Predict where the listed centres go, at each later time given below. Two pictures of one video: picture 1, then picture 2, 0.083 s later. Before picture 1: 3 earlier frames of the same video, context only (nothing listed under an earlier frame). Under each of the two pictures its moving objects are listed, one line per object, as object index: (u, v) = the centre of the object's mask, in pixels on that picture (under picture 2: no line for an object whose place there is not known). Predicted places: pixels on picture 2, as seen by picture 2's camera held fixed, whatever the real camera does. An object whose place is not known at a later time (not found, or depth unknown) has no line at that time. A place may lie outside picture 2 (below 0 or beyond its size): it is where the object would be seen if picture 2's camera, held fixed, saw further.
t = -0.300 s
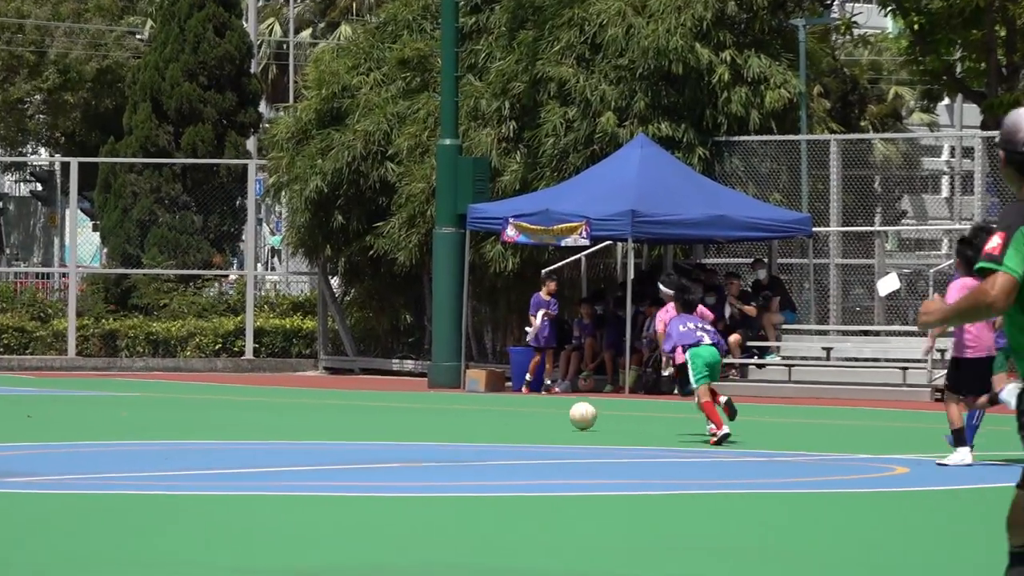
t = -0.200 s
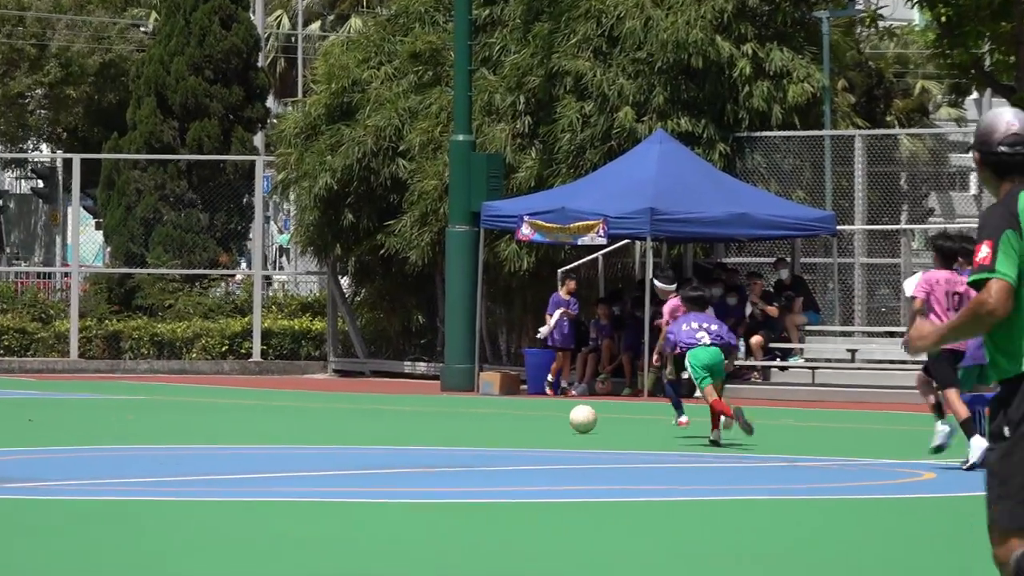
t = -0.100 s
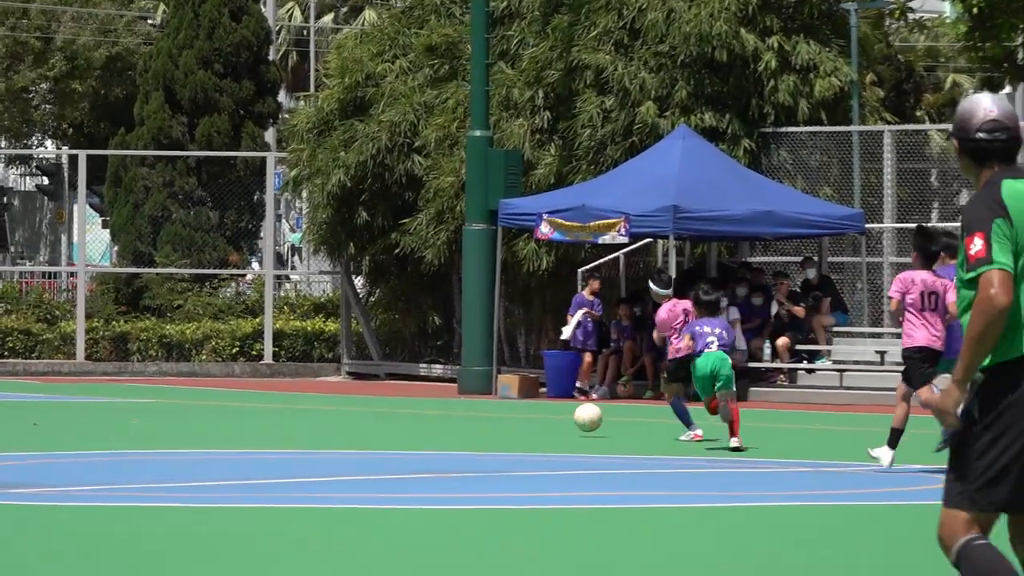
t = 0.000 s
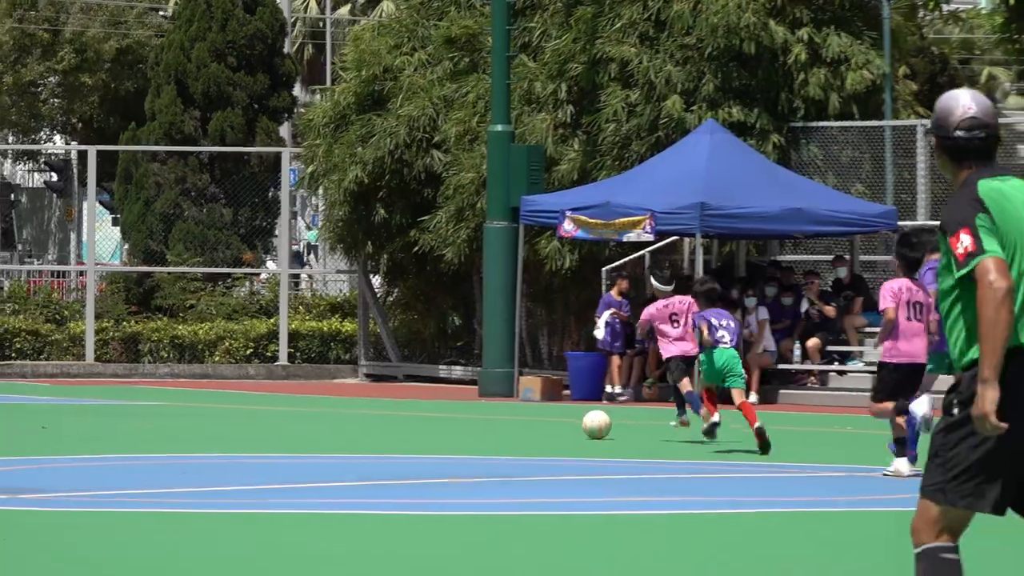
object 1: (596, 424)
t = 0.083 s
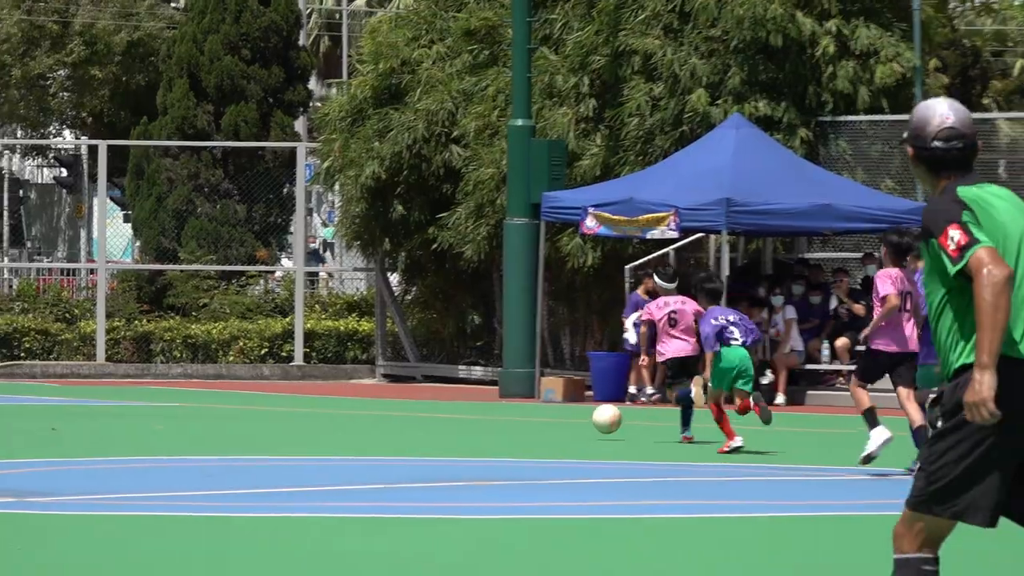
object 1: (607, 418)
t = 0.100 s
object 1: (603, 418)
